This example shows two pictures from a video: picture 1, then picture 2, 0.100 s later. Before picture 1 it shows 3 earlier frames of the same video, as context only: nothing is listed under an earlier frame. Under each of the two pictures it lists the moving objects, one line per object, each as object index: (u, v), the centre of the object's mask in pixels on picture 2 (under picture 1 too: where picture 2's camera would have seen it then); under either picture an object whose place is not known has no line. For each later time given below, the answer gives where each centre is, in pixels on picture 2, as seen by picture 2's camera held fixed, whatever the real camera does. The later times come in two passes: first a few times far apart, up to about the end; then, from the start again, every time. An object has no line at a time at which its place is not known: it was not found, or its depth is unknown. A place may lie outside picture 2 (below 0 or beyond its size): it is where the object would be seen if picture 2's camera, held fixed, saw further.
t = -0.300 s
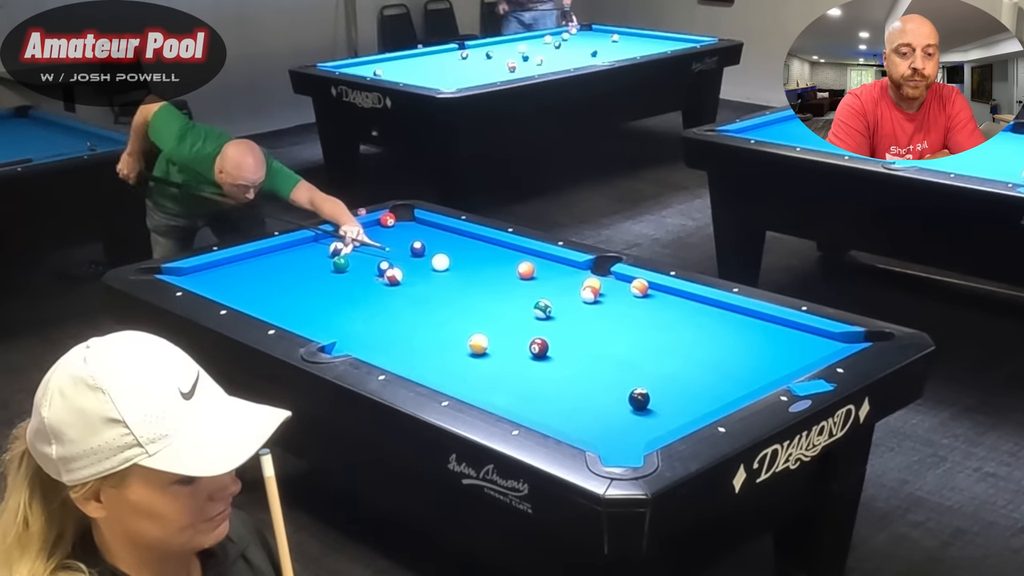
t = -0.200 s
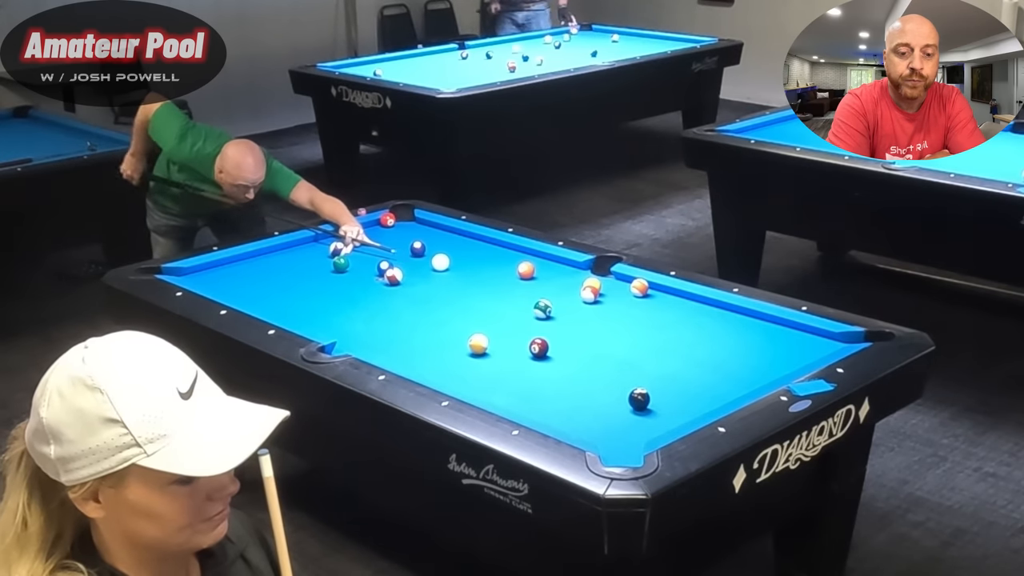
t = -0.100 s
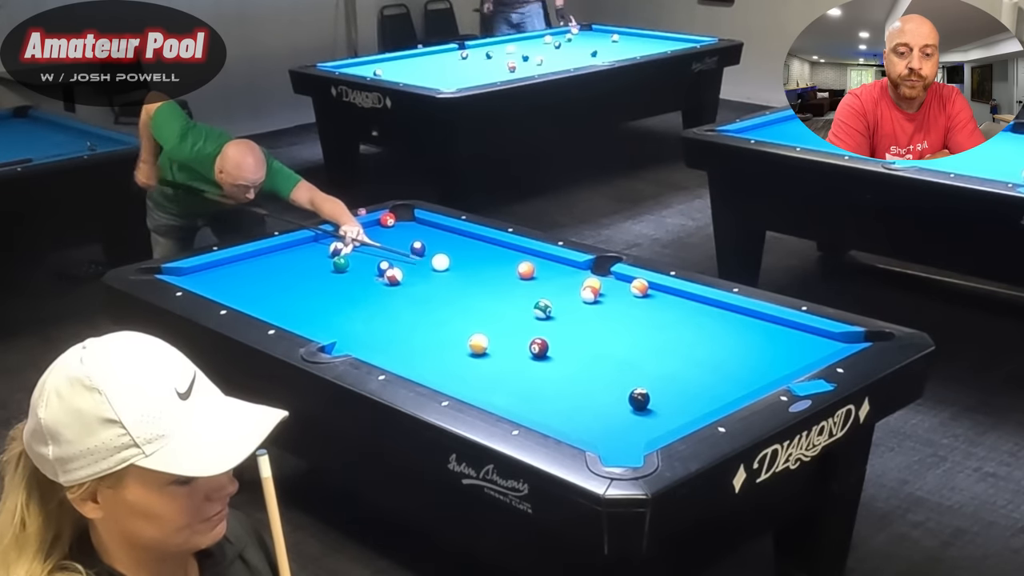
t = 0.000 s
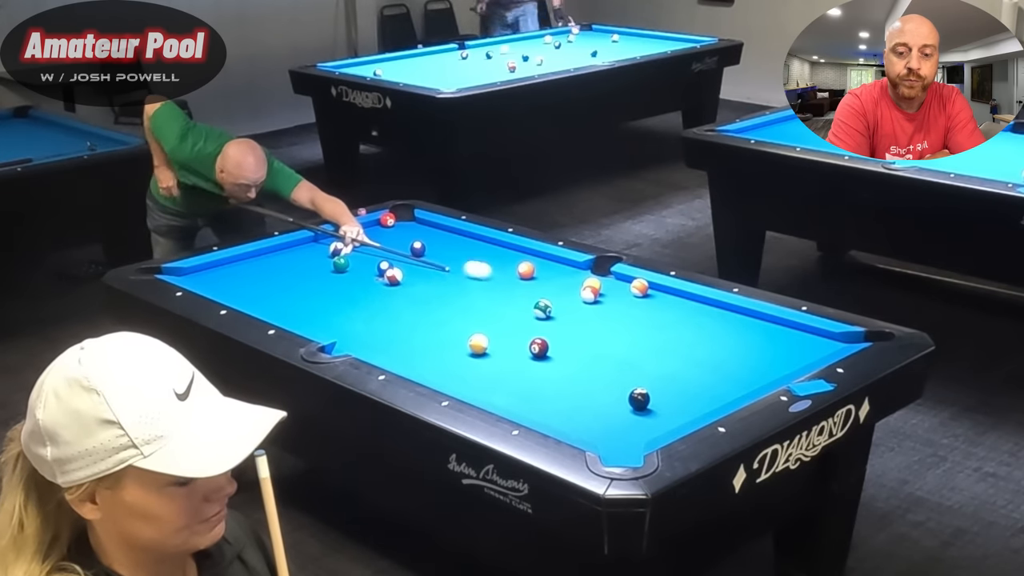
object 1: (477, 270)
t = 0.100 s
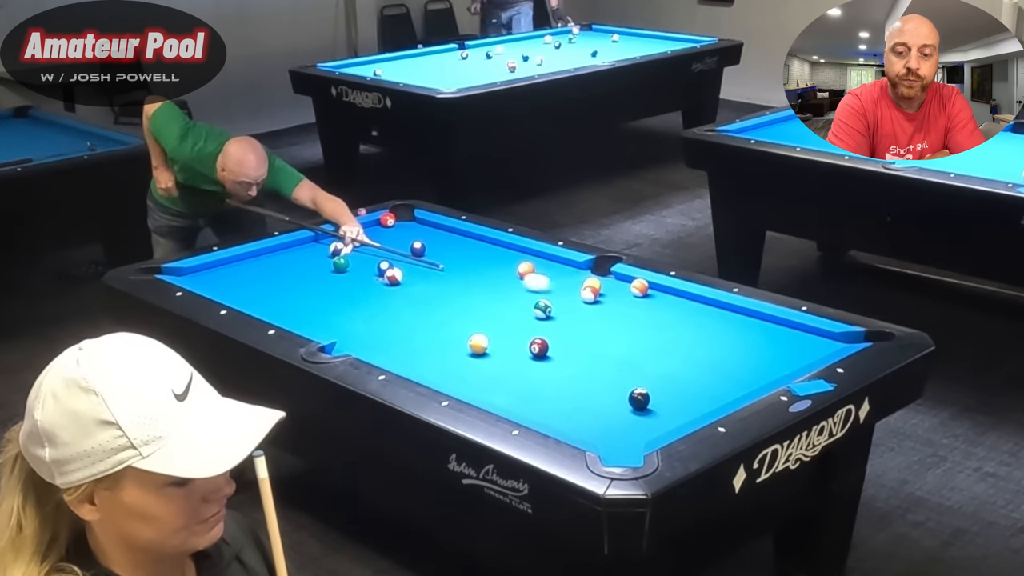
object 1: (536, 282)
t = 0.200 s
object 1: (573, 291)
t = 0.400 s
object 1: (569, 293)
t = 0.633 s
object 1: (564, 295)
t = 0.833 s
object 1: (561, 297)
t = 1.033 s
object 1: (558, 298)
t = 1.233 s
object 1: (556, 299)
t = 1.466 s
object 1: (554, 299)
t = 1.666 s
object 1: (554, 299)
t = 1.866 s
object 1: (553, 299)
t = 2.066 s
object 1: (553, 299)
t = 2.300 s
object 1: (553, 299)
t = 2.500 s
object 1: (553, 299)
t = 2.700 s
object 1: (553, 299)
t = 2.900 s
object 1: (553, 299)
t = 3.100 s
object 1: (553, 299)
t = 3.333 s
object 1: (553, 299)
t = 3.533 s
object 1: (553, 299)
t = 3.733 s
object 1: (553, 299)
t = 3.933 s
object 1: (553, 299)
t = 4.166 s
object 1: (553, 299)
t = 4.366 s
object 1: (553, 299)
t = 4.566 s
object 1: (553, 299)
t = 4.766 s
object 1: (553, 299)
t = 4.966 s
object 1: (553, 299)
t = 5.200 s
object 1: (553, 299)
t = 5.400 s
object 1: (553, 299)
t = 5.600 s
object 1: (553, 299)
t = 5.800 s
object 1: (553, 299)
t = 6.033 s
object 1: (553, 299)
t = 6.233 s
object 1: (553, 299)
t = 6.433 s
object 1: (553, 299)
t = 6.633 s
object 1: (553, 299)
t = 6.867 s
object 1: (553, 299)
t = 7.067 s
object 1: (553, 299)
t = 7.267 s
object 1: (553, 299)
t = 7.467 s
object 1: (553, 299)
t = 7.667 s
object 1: (553, 299)
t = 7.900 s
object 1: (553, 299)
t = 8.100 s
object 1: (553, 299)
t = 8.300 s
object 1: (553, 299)
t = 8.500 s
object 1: (553, 299)
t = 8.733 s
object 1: (553, 299)
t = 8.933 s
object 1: (553, 299)
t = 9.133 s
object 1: (553, 299)
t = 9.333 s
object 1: (553, 299)
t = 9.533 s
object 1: (553, 299)
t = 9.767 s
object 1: (553, 299)
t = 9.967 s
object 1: (553, 299)
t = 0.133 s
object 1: (555, 286)
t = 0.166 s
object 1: (571, 290)
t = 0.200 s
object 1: (573, 291)
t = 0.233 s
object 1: (572, 291)
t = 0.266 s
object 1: (571, 292)
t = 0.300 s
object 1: (571, 292)
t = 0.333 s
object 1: (570, 292)
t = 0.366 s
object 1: (569, 293)
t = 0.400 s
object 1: (569, 293)
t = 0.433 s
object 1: (568, 293)
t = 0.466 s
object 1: (567, 294)
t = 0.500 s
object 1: (566, 294)
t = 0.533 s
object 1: (566, 294)
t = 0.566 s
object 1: (565, 295)
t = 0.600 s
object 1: (565, 295)
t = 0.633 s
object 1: (564, 295)
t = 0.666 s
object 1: (563, 295)
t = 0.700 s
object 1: (563, 295)
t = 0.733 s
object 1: (562, 296)
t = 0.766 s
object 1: (562, 296)
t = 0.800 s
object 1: (561, 296)
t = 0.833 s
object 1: (561, 297)
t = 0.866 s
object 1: (560, 297)
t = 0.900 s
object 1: (560, 297)
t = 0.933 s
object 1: (559, 297)
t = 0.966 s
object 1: (559, 297)
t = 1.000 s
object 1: (559, 298)
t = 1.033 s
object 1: (558, 298)
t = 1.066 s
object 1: (558, 298)
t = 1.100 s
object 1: (557, 298)
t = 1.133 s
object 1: (557, 298)
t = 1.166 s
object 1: (557, 298)
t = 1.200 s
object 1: (556, 298)
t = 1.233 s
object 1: (556, 299)
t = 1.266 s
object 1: (556, 299)
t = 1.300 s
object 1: (555, 299)
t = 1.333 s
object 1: (555, 299)
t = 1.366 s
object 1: (555, 299)
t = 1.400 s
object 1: (555, 299)
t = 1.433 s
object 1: (554, 299)
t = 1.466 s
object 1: (554, 299)
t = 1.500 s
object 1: (554, 299)
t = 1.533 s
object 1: (554, 299)
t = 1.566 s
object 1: (554, 299)
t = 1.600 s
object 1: (554, 299)
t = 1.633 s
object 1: (554, 299)
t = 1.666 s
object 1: (554, 299)
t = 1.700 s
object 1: (554, 299)
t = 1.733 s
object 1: (554, 299)
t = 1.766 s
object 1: (554, 299)
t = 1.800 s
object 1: (553, 299)
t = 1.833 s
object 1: (554, 299)
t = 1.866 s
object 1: (553, 299)
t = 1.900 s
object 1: (554, 299)
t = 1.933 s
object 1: (554, 299)
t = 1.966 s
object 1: (553, 299)
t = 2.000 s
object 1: (553, 299)
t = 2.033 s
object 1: (553, 299)
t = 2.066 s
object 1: (553, 299)
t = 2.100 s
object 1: (554, 299)
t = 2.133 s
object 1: (553, 299)
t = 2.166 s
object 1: (553, 299)
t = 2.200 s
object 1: (553, 299)
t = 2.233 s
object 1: (553, 299)
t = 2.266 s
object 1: (553, 299)
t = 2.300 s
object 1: (553, 299)
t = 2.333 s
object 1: (553, 299)
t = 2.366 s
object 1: (553, 299)
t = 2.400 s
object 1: (553, 299)
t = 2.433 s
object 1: (553, 299)
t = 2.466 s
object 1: (553, 299)
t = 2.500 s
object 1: (553, 299)
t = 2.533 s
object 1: (553, 299)
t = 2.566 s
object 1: (553, 299)
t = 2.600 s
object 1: (553, 299)
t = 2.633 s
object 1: (553, 299)
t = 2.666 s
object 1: (553, 299)
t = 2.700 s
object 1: (553, 299)
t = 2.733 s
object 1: (553, 299)
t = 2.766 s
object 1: (553, 299)
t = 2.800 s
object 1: (553, 299)
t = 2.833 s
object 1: (553, 299)
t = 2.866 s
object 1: (553, 299)
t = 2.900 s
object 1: (553, 299)
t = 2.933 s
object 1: (553, 299)
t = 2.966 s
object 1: (553, 299)
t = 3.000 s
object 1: (553, 299)
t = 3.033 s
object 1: (553, 299)
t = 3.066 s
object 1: (553, 299)
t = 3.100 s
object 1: (553, 299)
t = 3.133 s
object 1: (553, 299)
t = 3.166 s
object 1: (553, 299)
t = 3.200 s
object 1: (553, 299)
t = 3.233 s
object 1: (553, 299)
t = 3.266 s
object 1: (553, 299)
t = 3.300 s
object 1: (553, 299)
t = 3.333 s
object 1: (553, 299)
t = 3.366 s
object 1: (553, 299)
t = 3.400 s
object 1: (553, 299)
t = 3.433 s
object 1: (553, 299)
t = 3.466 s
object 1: (553, 299)
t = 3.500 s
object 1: (553, 299)
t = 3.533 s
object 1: (553, 299)
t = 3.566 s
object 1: (553, 299)
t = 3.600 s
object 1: (553, 299)
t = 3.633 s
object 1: (553, 299)
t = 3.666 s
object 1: (553, 299)
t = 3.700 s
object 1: (553, 299)
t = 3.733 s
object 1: (553, 299)
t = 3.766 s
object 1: (553, 299)
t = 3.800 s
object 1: (553, 299)
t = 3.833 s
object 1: (553, 299)
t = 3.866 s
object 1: (553, 299)
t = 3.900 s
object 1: (553, 299)
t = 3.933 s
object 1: (553, 299)
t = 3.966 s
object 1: (553, 299)
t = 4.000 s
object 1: (553, 299)
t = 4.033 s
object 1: (553, 299)
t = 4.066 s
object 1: (553, 299)
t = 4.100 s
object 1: (553, 299)
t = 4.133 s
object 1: (553, 299)
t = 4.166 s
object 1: (553, 299)
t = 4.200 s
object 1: (553, 299)
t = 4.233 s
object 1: (553, 299)
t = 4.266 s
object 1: (553, 299)
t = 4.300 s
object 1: (553, 299)
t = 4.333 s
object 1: (553, 299)
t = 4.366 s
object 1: (553, 299)
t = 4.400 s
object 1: (553, 299)
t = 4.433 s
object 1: (553, 299)
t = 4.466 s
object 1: (553, 299)
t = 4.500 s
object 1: (553, 299)
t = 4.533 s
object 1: (553, 299)
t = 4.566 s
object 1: (553, 299)
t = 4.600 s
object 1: (553, 299)
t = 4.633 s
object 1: (553, 299)
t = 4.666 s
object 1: (553, 299)
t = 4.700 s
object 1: (553, 299)
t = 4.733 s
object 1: (553, 299)
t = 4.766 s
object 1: (553, 299)
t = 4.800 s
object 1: (553, 299)
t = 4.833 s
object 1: (553, 299)
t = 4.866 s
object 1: (553, 299)
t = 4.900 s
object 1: (553, 299)
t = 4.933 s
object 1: (553, 299)
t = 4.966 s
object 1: (553, 299)
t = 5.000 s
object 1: (553, 299)
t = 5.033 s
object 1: (553, 299)
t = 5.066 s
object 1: (553, 299)
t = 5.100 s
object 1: (553, 299)
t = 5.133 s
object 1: (553, 299)
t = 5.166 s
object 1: (553, 299)
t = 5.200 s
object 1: (553, 299)
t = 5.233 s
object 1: (553, 299)
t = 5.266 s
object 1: (553, 299)
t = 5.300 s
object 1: (553, 299)
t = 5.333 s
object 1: (553, 299)
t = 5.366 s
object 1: (553, 299)
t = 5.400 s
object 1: (553, 299)
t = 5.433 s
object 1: (553, 299)
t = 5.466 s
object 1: (553, 299)
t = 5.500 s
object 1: (553, 299)
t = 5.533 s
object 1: (553, 299)
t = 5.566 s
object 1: (553, 299)
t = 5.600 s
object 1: (553, 299)
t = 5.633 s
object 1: (553, 299)
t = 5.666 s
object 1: (553, 299)
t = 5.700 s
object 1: (553, 299)
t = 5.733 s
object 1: (553, 299)
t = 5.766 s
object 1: (553, 299)
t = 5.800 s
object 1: (553, 299)
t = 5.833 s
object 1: (553, 299)
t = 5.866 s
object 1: (553, 299)
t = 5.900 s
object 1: (553, 299)
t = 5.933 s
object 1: (553, 299)
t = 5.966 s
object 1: (553, 299)
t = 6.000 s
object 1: (553, 299)
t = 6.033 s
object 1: (553, 299)
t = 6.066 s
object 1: (553, 299)
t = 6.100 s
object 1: (553, 299)
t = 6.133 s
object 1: (553, 299)
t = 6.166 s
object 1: (553, 299)
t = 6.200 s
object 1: (553, 299)
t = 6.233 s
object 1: (553, 299)
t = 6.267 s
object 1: (553, 299)
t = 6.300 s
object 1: (553, 299)
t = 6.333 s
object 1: (553, 299)
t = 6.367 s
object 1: (553, 299)
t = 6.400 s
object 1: (553, 299)
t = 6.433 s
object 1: (553, 299)
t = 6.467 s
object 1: (553, 299)
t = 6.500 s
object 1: (553, 299)
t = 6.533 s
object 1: (553, 299)
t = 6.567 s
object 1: (553, 299)
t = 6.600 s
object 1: (553, 299)
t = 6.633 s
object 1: (553, 299)
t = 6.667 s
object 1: (553, 299)
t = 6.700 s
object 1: (553, 299)
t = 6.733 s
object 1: (553, 299)
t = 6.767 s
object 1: (553, 299)
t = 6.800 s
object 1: (553, 299)
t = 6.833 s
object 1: (553, 299)
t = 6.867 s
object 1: (553, 299)
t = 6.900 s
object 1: (553, 299)
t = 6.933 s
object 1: (553, 299)
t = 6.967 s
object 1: (553, 299)
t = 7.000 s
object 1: (553, 299)
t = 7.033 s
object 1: (553, 299)
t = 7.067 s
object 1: (553, 299)
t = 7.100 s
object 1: (553, 299)
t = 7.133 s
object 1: (553, 299)
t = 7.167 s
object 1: (553, 299)
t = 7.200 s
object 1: (553, 299)
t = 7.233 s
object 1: (553, 299)
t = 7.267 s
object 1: (553, 299)
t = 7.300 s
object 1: (553, 299)
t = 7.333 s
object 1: (553, 299)
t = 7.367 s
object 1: (553, 299)
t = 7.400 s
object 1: (553, 299)
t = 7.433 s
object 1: (553, 299)
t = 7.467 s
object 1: (553, 299)
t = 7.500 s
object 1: (553, 299)
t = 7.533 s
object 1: (553, 299)
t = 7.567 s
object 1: (553, 299)
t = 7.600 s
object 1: (553, 299)
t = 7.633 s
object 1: (553, 299)
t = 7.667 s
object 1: (553, 299)
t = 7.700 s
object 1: (553, 299)
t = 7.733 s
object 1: (553, 299)
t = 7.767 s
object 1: (553, 299)
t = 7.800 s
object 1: (553, 299)
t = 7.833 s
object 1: (553, 299)
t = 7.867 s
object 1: (553, 299)
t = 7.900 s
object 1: (553, 299)
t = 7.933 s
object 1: (553, 299)
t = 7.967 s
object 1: (553, 299)
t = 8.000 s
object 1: (553, 299)
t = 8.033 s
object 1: (553, 299)
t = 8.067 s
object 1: (553, 299)
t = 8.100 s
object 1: (553, 299)
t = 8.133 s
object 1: (553, 299)
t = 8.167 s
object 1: (553, 299)
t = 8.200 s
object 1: (553, 299)
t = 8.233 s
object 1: (553, 299)
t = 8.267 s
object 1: (553, 299)
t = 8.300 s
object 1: (553, 299)
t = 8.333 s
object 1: (553, 299)
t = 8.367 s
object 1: (553, 299)
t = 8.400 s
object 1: (553, 299)
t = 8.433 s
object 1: (553, 299)
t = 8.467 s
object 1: (553, 299)
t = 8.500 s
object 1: (553, 299)
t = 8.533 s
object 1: (553, 299)
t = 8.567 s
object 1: (553, 299)
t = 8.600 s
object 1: (553, 299)
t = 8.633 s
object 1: (553, 299)
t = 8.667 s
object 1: (553, 299)
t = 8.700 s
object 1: (553, 299)
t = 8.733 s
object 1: (553, 299)
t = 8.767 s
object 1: (553, 299)
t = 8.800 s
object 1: (553, 299)
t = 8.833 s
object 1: (553, 299)
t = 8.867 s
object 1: (553, 299)
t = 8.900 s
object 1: (553, 299)
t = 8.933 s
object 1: (553, 299)
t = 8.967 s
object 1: (553, 299)
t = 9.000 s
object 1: (553, 299)
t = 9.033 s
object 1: (553, 299)
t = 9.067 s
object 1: (553, 299)
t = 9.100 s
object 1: (553, 299)
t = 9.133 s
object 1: (553, 299)
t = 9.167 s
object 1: (553, 299)
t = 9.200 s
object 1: (553, 299)
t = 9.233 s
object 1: (553, 299)
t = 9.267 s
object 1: (553, 299)
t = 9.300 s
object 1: (553, 299)
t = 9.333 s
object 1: (553, 299)
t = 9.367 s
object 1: (553, 299)
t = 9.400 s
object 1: (553, 299)
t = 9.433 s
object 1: (553, 299)
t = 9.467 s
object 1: (553, 299)
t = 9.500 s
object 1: (553, 299)
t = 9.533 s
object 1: (553, 299)
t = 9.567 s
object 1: (553, 299)
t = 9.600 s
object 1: (553, 299)
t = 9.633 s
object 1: (553, 299)
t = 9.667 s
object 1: (553, 299)
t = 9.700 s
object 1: (553, 299)
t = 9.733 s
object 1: (553, 299)
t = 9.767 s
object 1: (553, 299)
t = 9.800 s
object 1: (553, 299)
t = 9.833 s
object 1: (553, 299)
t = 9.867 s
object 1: (553, 299)
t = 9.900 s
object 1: (553, 299)
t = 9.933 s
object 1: (553, 299)
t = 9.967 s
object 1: (553, 299)
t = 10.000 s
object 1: (553, 299)
